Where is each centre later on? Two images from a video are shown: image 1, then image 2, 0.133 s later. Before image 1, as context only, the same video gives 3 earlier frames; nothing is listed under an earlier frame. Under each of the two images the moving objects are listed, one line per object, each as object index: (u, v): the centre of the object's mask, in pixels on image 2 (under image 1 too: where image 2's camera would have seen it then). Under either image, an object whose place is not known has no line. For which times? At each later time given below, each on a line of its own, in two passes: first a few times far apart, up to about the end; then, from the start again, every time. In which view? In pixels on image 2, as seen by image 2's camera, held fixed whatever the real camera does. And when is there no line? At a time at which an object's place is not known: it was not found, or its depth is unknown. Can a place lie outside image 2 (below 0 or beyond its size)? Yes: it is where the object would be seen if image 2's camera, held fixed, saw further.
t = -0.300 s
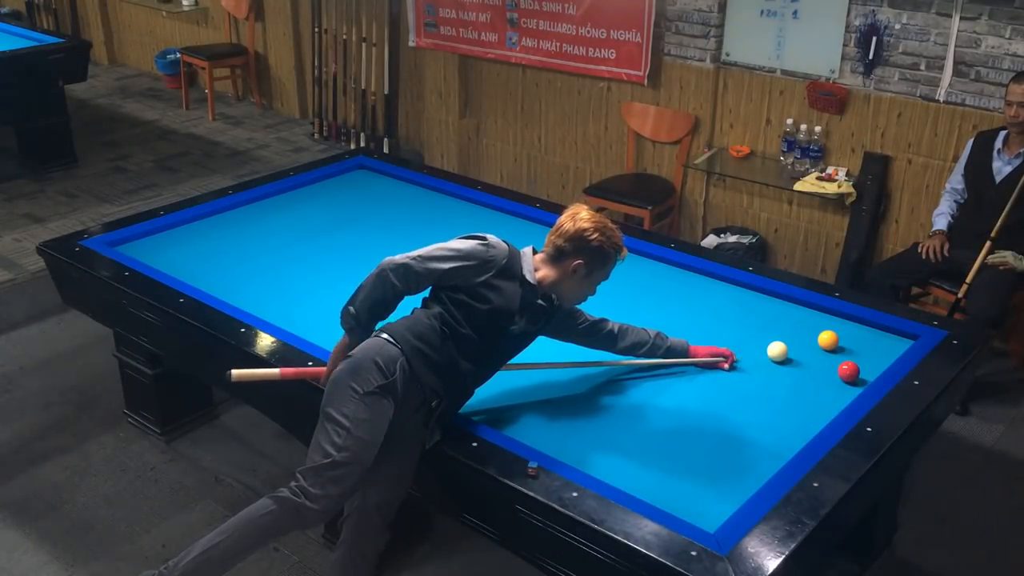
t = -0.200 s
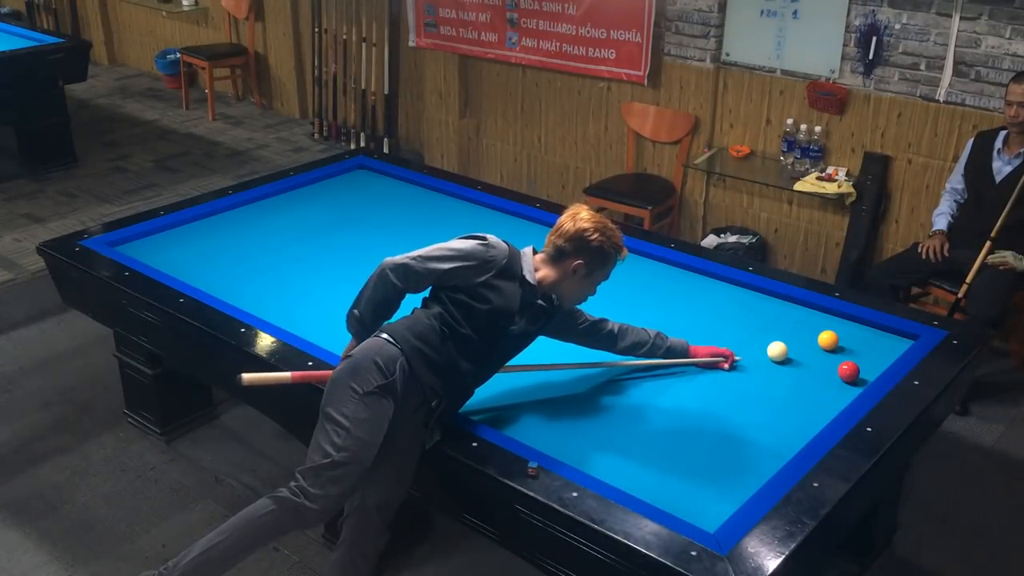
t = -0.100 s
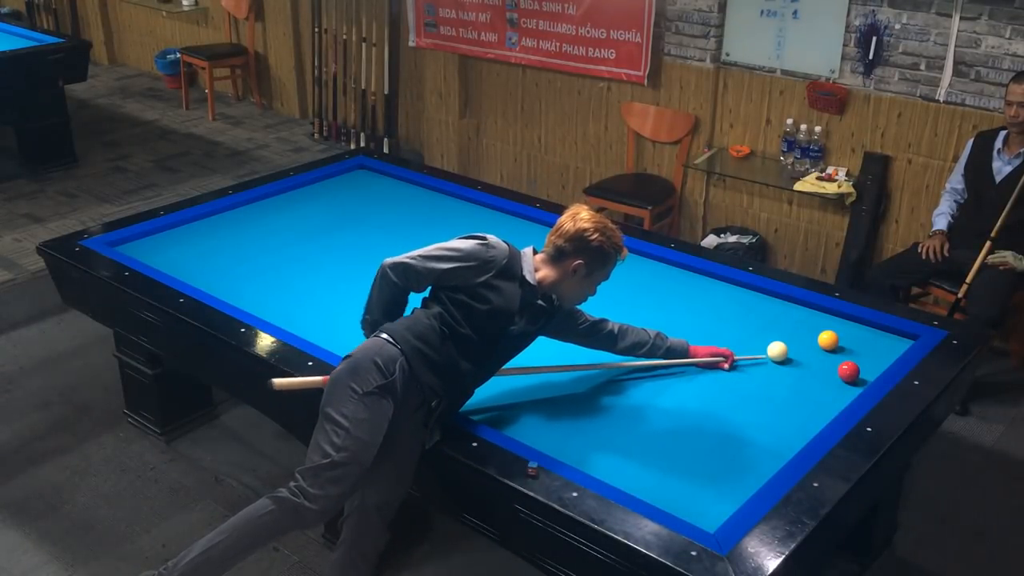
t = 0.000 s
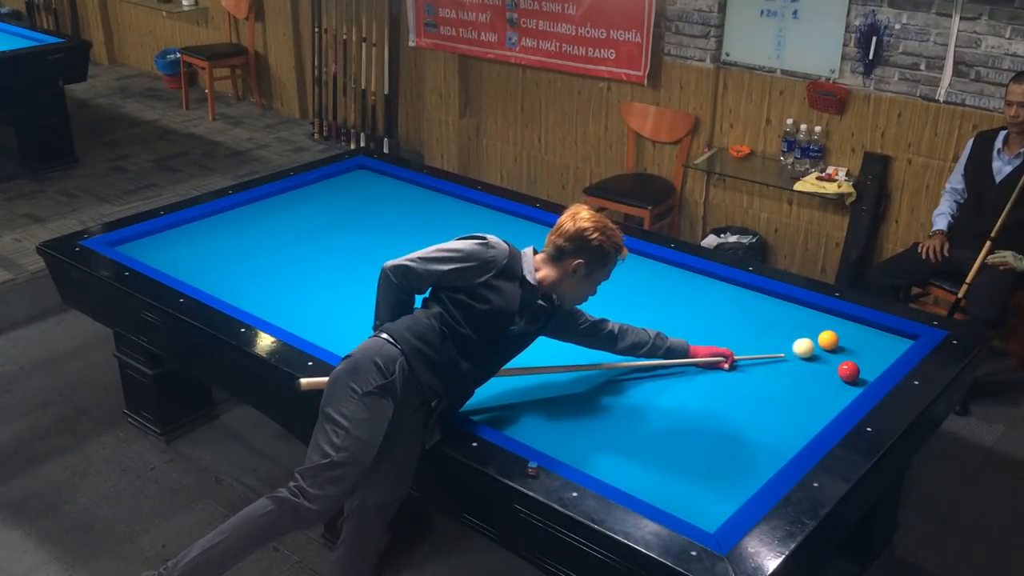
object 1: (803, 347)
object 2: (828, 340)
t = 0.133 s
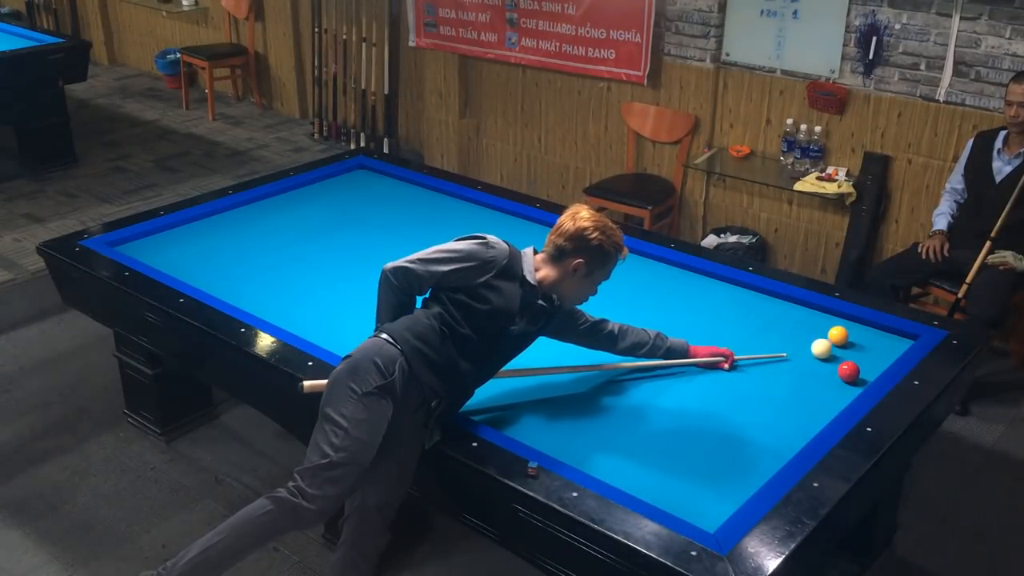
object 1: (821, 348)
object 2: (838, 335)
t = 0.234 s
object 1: (826, 351)
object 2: (848, 331)
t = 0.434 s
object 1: (833, 355)
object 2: (864, 325)
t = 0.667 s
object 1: (841, 358)
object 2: (862, 335)
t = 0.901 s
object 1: (846, 359)
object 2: (860, 344)
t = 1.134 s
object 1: (850, 361)
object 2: (860, 351)
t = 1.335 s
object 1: (850, 365)
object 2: (860, 354)
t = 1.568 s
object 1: (849, 367)
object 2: (861, 357)
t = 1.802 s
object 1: (848, 369)
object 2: (862, 358)
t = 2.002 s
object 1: (847, 370)
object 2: (862, 359)
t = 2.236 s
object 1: (847, 370)
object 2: (862, 359)
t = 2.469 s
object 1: (847, 371)
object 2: (862, 359)
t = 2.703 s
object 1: (847, 371)
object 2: (862, 359)
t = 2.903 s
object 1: (847, 370)
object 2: (862, 359)
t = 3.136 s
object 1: (847, 371)
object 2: (862, 359)
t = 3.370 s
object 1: (847, 371)
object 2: (862, 359)
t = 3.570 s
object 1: (847, 371)
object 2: (862, 359)
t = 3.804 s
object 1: (847, 371)
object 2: (862, 359)
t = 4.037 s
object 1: (847, 371)
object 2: (862, 359)
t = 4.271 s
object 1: (847, 371)
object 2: (862, 359)
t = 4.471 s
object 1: (847, 371)
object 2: (862, 359)
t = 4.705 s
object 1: (847, 371)
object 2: (862, 359)
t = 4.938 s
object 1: (847, 371)
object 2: (862, 359)
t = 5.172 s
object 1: (847, 371)
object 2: (862, 359)
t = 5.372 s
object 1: (847, 371)
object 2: (862, 359)
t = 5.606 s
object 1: (847, 371)
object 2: (862, 359)
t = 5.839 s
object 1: (847, 371)
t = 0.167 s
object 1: (823, 349)
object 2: (841, 334)
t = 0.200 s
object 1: (824, 350)
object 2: (845, 333)
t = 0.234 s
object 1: (826, 351)
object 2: (848, 331)
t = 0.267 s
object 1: (827, 351)
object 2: (852, 329)
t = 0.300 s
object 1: (828, 352)
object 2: (855, 328)
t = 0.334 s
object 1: (829, 353)
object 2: (858, 326)
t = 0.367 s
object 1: (831, 354)
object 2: (861, 325)
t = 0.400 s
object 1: (832, 354)
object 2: (865, 324)
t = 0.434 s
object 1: (833, 355)
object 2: (864, 325)
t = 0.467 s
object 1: (834, 356)
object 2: (864, 327)
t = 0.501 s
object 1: (836, 356)
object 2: (864, 328)
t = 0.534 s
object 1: (837, 356)
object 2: (863, 329)
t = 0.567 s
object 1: (838, 357)
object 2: (863, 331)
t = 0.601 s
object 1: (839, 357)
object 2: (863, 332)
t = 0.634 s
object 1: (840, 358)
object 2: (863, 334)
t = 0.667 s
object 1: (841, 358)
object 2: (862, 335)
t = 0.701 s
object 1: (842, 358)
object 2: (862, 336)
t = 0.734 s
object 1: (842, 358)
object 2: (861, 338)
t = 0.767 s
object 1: (843, 358)
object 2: (861, 339)
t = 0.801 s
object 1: (844, 358)
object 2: (861, 340)
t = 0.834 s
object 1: (845, 359)
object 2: (861, 342)
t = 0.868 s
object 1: (846, 359)
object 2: (860, 343)
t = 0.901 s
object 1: (846, 359)
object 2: (860, 344)
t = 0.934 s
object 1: (847, 359)
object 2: (860, 346)
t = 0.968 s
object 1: (848, 359)
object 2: (860, 347)
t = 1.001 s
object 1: (848, 360)
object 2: (859, 347)
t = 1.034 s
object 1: (849, 360)
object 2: (860, 349)
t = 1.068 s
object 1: (849, 360)
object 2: (860, 350)
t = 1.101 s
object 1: (850, 360)
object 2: (860, 350)
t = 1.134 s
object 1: (850, 361)
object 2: (860, 351)
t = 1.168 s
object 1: (850, 361)
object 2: (860, 352)
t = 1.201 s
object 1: (850, 362)
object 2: (860, 352)
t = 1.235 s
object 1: (850, 362)
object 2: (860, 353)
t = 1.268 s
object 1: (850, 363)
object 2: (860, 353)
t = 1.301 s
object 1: (850, 364)
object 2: (860, 354)
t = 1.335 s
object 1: (850, 365)
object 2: (860, 354)
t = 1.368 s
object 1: (850, 365)
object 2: (860, 355)
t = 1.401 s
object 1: (849, 365)
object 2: (860, 355)
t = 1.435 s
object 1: (849, 366)
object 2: (861, 355)
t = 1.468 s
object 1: (849, 366)
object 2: (861, 355)
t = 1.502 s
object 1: (849, 366)
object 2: (861, 356)
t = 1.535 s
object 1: (849, 367)
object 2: (861, 356)
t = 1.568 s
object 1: (849, 367)
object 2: (861, 357)
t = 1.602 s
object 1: (849, 368)
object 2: (861, 357)
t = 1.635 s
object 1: (849, 368)
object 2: (862, 357)
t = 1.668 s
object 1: (849, 368)
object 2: (862, 357)
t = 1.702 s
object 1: (848, 369)
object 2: (862, 358)
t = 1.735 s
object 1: (848, 369)
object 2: (862, 358)
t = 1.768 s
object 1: (848, 369)
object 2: (862, 358)
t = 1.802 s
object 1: (848, 369)
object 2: (862, 358)
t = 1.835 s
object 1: (848, 369)
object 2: (862, 358)
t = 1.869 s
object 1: (848, 369)
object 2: (862, 359)
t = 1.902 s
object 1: (848, 370)
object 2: (862, 359)
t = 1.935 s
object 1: (848, 370)
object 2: (862, 359)
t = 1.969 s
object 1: (847, 370)
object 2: (862, 359)
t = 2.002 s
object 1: (847, 370)
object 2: (862, 359)
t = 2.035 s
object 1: (847, 370)
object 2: (862, 359)
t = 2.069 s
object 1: (847, 370)
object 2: (862, 359)
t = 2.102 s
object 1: (847, 370)
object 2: (862, 359)
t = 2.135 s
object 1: (847, 370)
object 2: (862, 359)
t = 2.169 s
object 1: (847, 370)
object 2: (862, 359)
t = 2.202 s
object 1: (847, 370)
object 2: (862, 359)
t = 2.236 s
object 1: (847, 370)
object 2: (862, 359)
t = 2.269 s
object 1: (847, 370)
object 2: (862, 359)
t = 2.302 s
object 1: (847, 370)
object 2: (862, 359)
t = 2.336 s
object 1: (847, 370)
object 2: (862, 359)
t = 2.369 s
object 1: (847, 371)
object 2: (862, 359)
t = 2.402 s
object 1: (847, 371)
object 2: (862, 359)
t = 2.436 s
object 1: (847, 371)
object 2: (862, 359)
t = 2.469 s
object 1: (847, 371)
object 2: (862, 359)
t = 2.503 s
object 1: (847, 371)
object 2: (862, 359)
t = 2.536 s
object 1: (847, 371)
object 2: (862, 359)
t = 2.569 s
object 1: (847, 370)
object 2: (862, 359)
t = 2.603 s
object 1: (847, 371)
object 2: (862, 359)
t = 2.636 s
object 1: (847, 371)
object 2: (862, 359)
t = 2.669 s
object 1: (847, 371)
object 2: (862, 359)
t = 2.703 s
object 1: (847, 371)
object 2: (862, 359)
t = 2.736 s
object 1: (847, 371)
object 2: (862, 359)
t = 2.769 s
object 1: (847, 371)
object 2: (862, 359)
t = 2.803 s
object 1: (847, 371)
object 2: (862, 359)
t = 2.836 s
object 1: (847, 371)
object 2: (862, 359)
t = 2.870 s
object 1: (847, 370)
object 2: (862, 359)
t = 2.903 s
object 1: (847, 370)
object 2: (862, 359)
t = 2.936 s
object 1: (847, 370)
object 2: (862, 359)
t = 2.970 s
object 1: (847, 370)
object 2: (862, 359)
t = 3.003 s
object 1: (847, 371)
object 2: (862, 359)
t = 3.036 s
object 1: (847, 370)
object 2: (862, 359)
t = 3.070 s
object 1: (847, 371)
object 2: (862, 359)
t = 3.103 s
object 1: (847, 371)
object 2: (862, 359)
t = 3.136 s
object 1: (847, 371)
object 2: (862, 359)
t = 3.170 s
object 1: (847, 371)
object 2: (862, 359)
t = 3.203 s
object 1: (847, 371)
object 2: (862, 359)
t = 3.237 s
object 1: (847, 371)
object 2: (862, 359)
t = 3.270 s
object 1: (847, 371)
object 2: (862, 359)
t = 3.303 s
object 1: (847, 371)
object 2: (862, 359)
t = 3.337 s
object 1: (847, 371)
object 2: (862, 359)
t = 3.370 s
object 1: (847, 371)
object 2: (862, 359)
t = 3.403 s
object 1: (847, 371)
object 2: (862, 359)
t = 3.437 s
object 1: (847, 371)
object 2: (862, 359)
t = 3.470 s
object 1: (847, 371)
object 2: (862, 359)
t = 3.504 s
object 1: (847, 371)
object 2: (862, 359)
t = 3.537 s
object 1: (847, 371)
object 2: (862, 359)
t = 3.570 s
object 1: (847, 371)
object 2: (862, 359)
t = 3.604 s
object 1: (847, 371)
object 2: (862, 359)
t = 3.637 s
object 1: (847, 371)
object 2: (862, 359)
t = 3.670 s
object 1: (847, 371)
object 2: (862, 359)
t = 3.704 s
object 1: (847, 371)
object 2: (862, 359)
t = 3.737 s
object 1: (847, 371)
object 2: (862, 359)
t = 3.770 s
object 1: (847, 371)
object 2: (862, 359)
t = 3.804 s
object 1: (847, 371)
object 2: (862, 359)
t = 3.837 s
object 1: (847, 371)
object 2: (862, 359)
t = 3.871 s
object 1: (847, 371)
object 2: (862, 359)
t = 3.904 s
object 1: (847, 371)
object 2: (862, 359)
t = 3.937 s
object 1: (847, 371)
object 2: (862, 359)
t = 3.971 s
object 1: (847, 371)
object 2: (862, 359)
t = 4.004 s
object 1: (847, 371)
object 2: (862, 359)
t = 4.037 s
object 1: (847, 371)
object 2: (862, 359)
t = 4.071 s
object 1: (847, 371)
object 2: (862, 359)
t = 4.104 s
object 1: (847, 371)
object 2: (862, 359)
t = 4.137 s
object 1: (847, 371)
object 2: (862, 359)
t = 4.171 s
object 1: (847, 371)
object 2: (862, 359)
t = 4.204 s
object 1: (847, 371)
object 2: (862, 359)
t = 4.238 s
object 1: (847, 371)
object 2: (862, 359)
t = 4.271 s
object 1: (847, 371)
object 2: (862, 359)
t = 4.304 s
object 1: (847, 371)
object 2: (862, 359)
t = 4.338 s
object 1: (847, 371)
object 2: (862, 359)
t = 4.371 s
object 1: (847, 371)
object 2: (862, 359)
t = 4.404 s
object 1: (847, 371)
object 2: (862, 359)
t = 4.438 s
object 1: (847, 371)
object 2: (862, 359)
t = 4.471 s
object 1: (847, 371)
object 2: (862, 359)
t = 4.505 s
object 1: (847, 371)
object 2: (862, 359)
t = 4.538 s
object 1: (847, 371)
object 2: (862, 359)
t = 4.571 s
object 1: (847, 371)
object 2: (862, 359)
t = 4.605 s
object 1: (847, 371)
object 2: (862, 359)
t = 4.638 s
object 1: (847, 371)
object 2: (862, 359)
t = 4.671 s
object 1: (847, 371)
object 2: (862, 359)
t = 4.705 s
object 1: (847, 371)
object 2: (862, 359)
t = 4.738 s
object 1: (847, 371)
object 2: (862, 359)
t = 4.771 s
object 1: (847, 371)
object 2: (862, 359)
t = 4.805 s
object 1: (847, 371)
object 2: (862, 359)
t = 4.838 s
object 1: (847, 371)
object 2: (862, 359)
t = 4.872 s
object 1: (847, 371)
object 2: (862, 359)
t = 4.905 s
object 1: (847, 371)
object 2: (862, 359)
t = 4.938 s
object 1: (847, 371)
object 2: (862, 359)
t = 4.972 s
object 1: (847, 371)
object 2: (862, 359)
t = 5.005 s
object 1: (847, 371)
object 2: (862, 359)
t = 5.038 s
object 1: (847, 371)
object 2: (862, 359)
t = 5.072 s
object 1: (847, 371)
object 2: (862, 359)
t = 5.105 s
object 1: (847, 371)
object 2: (862, 359)
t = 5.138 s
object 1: (847, 371)
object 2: (862, 359)
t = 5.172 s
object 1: (847, 371)
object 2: (862, 359)
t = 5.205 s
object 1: (847, 371)
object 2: (862, 359)
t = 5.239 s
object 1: (847, 371)
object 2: (862, 359)
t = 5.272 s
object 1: (847, 371)
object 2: (862, 359)
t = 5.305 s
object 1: (847, 371)
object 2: (862, 359)
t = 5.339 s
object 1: (847, 371)
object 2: (862, 359)
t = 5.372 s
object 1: (847, 371)
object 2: (862, 359)
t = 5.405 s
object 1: (847, 371)
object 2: (862, 359)
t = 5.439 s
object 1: (847, 371)
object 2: (862, 359)
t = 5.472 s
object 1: (847, 371)
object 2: (862, 359)
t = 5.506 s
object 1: (847, 371)
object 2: (862, 359)
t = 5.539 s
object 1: (847, 371)
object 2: (862, 359)
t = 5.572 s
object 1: (847, 371)
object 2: (862, 359)
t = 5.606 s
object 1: (847, 371)
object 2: (862, 359)
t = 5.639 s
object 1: (847, 371)
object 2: (862, 359)
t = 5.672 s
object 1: (847, 371)
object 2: (862, 359)
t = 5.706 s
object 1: (847, 371)
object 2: (862, 359)
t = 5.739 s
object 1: (847, 371)
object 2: (862, 359)
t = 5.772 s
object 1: (847, 371)
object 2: (862, 359)
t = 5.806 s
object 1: (847, 371)
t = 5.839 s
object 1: (847, 371)
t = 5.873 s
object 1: (847, 371)
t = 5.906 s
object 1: (847, 371)
